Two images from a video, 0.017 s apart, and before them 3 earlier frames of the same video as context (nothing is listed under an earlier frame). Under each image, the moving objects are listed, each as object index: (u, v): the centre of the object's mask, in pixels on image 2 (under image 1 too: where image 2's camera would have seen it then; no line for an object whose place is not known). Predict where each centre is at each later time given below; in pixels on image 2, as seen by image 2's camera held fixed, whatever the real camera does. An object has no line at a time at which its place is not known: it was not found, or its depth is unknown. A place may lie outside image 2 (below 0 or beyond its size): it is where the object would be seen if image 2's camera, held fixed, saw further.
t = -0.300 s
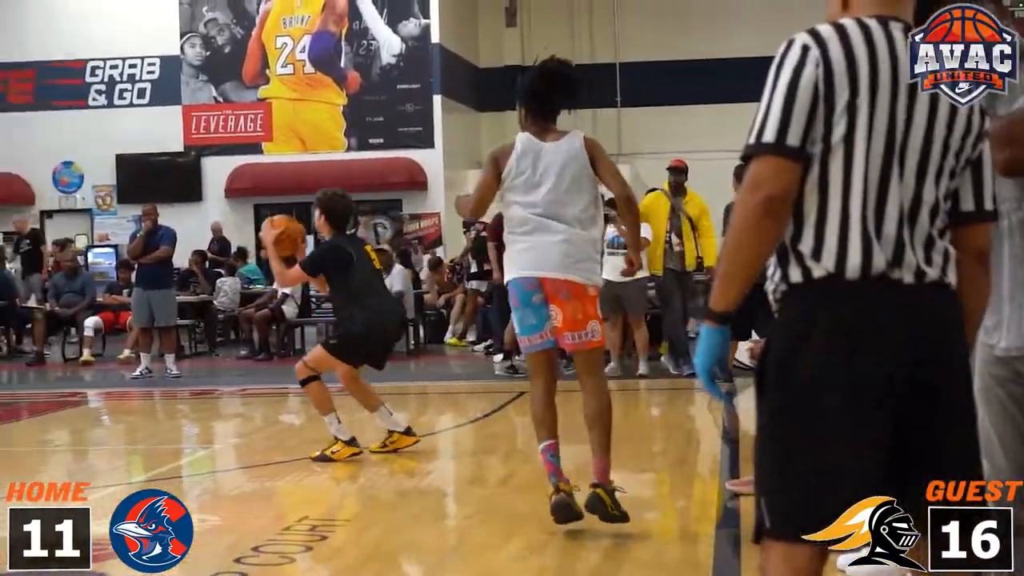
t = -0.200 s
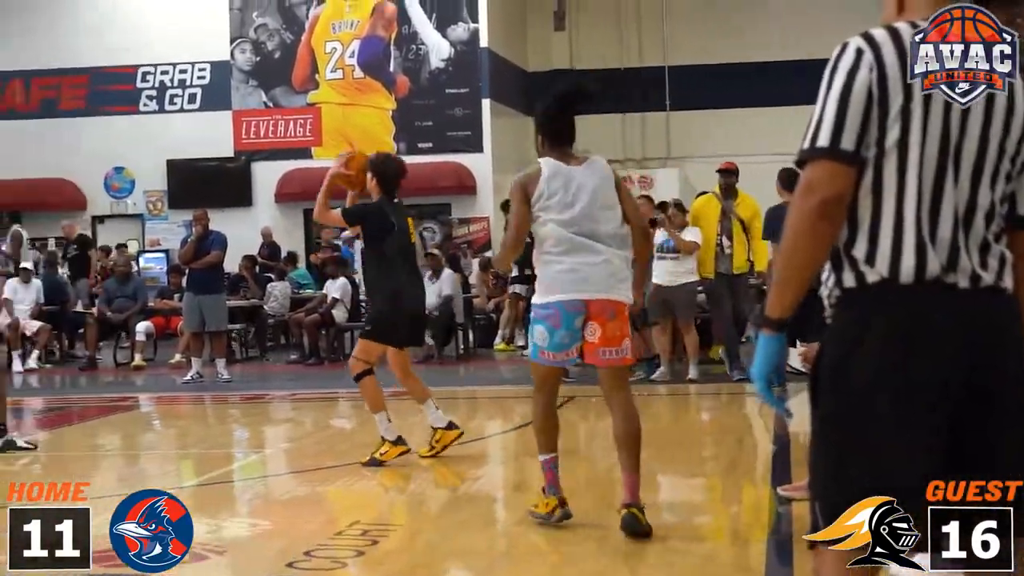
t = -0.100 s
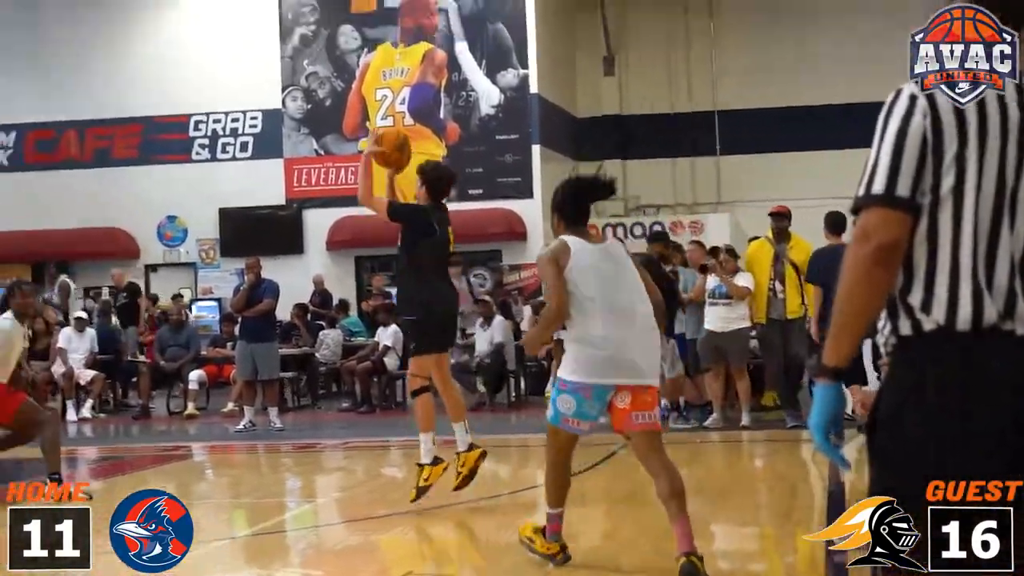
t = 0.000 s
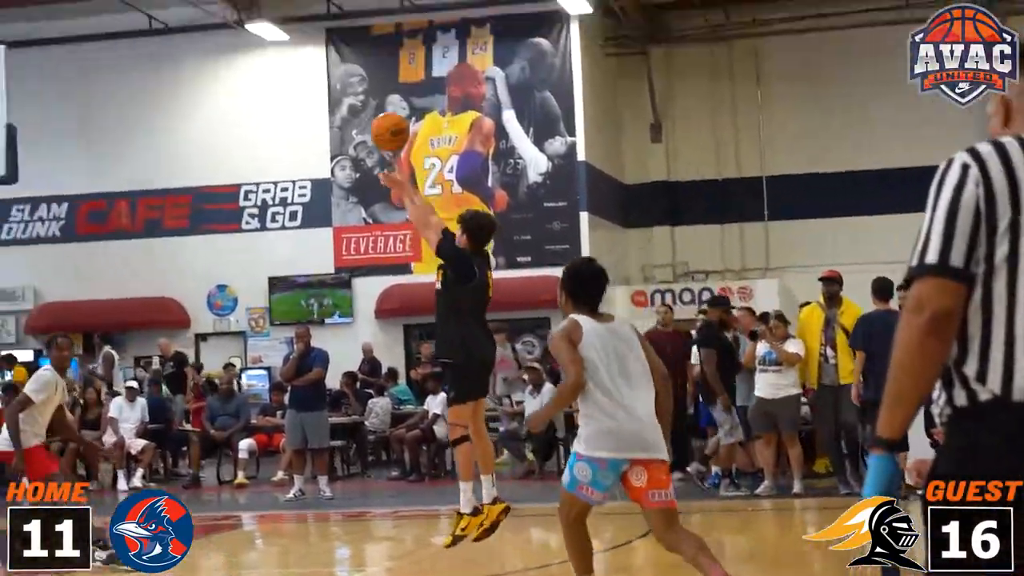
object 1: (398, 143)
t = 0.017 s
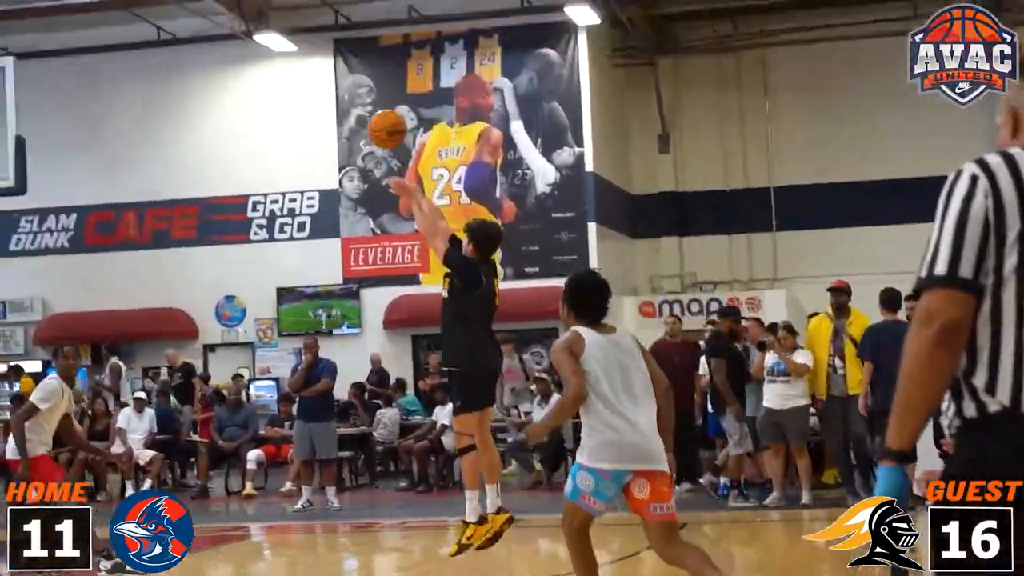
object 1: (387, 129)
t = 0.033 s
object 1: (376, 117)
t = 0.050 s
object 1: (365, 105)
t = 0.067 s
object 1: (355, 92)
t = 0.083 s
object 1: (344, 82)
